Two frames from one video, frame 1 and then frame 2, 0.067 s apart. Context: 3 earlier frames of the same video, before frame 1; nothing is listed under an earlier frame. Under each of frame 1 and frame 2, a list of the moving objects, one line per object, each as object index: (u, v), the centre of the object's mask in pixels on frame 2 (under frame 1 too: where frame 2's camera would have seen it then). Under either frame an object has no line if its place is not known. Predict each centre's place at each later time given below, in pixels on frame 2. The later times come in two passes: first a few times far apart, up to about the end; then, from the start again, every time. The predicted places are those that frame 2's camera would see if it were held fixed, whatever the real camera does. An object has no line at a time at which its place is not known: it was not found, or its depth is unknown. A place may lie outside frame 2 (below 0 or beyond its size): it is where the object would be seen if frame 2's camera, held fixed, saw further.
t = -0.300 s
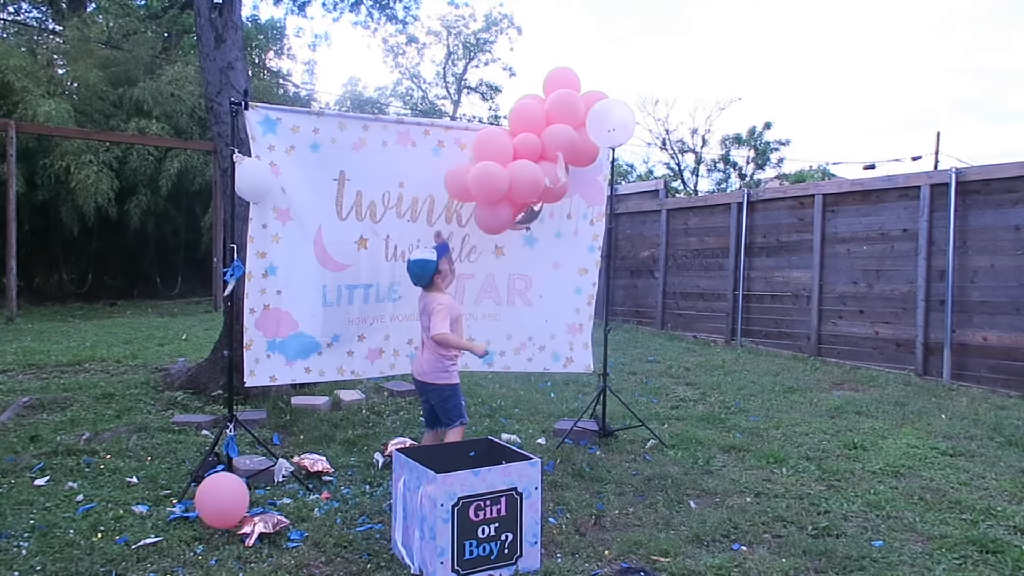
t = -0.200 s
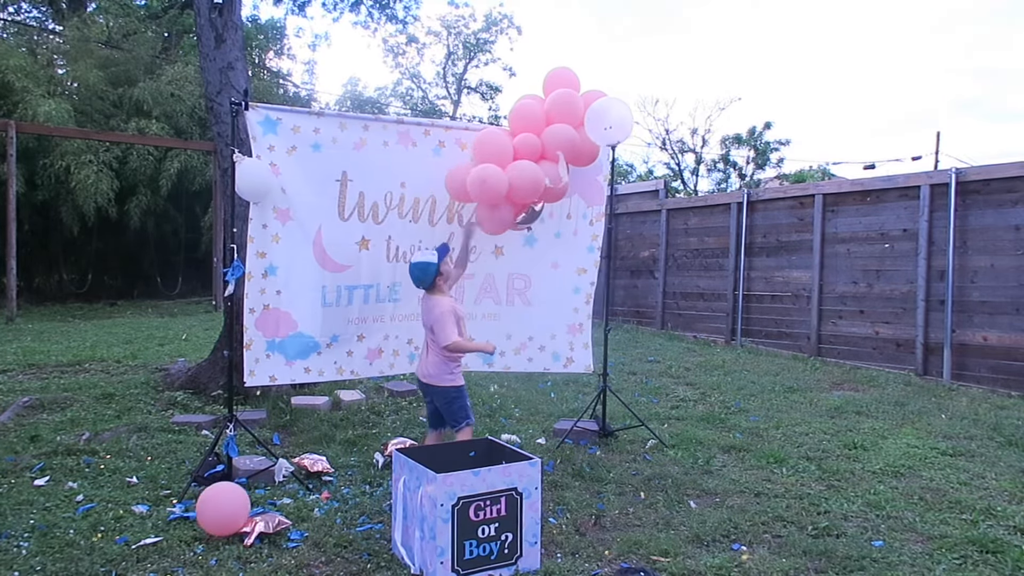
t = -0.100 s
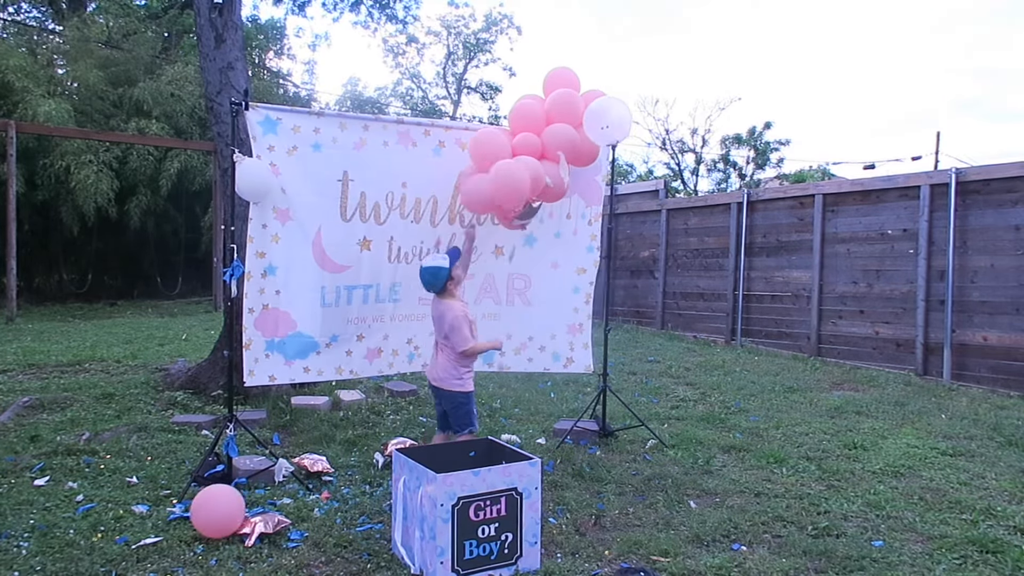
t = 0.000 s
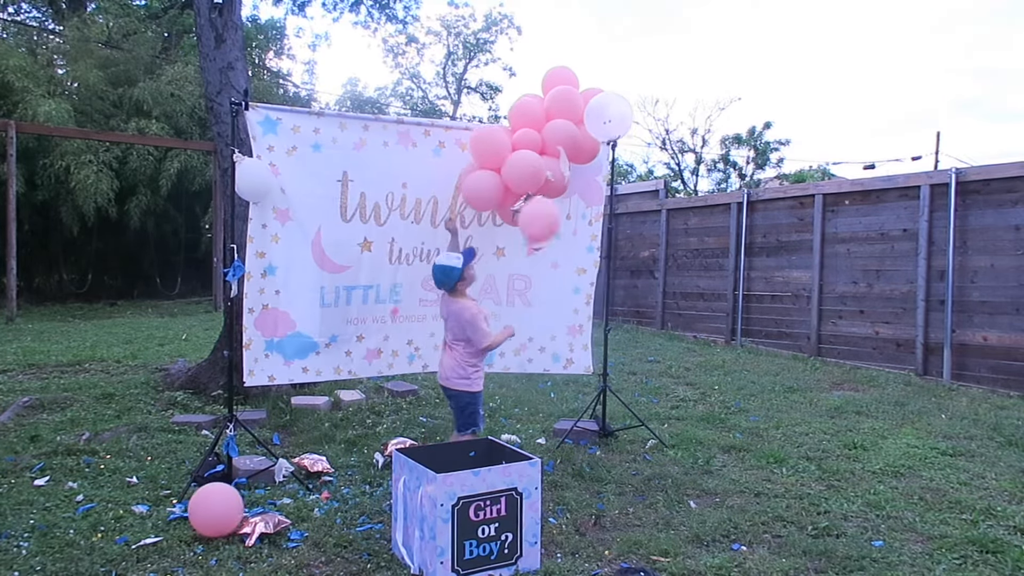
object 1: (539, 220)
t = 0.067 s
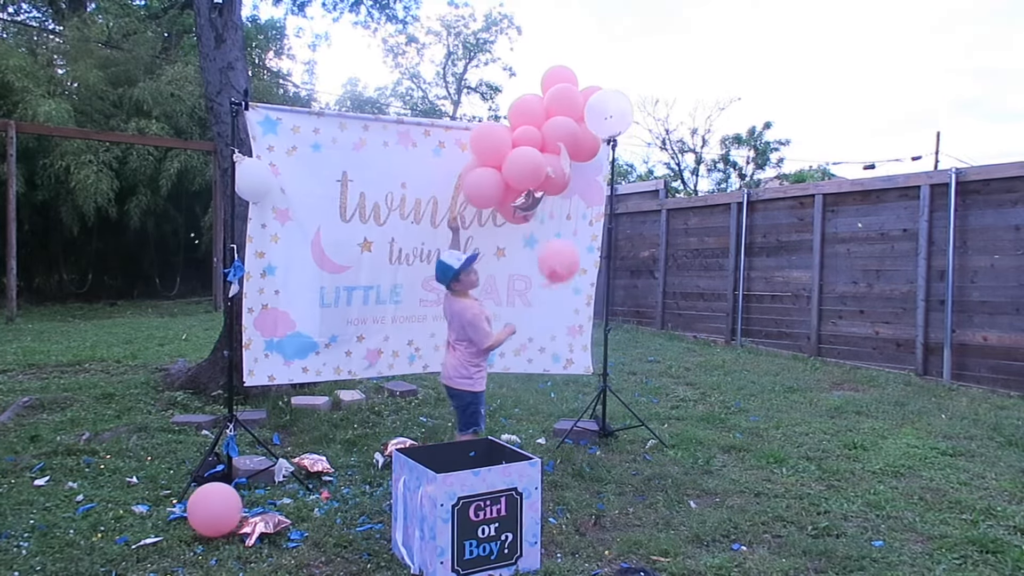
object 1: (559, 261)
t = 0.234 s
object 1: (615, 399)
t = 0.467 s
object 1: (652, 514)
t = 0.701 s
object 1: (647, 544)
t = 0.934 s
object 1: (655, 535)
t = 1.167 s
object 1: (666, 535)
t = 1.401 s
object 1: (665, 535)
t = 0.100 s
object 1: (568, 284)
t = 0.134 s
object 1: (579, 311)
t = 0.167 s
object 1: (591, 335)
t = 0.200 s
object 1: (603, 365)
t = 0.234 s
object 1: (615, 399)
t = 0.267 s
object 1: (628, 436)
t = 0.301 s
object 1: (639, 475)
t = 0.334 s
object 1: (646, 508)
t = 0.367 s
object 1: (648, 509)
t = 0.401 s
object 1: (649, 510)
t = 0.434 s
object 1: (651, 511)
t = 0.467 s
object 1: (652, 514)
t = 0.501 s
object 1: (652, 517)
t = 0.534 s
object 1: (651, 525)
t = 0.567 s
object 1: (649, 534)
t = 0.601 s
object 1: (648, 538)
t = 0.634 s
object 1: (647, 542)
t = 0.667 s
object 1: (647, 544)
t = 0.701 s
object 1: (647, 544)
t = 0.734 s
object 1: (648, 543)
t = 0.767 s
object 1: (649, 541)
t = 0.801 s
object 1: (650, 539)
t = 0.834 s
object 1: (651, 537)
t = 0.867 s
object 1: (652, 536)
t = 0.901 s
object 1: (654, 535)
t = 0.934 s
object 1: (655, 535)
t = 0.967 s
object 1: (657, 534)
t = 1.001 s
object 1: (659, 534)
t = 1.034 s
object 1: (661, 534)
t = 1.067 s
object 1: (663, 535)
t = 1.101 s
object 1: (665, 535)
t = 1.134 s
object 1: (666, 535)
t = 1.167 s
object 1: (666, 535)
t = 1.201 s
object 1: (666, 535)
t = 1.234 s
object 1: (665, 534)
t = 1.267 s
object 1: (665, 534)
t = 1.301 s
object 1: (665, 534)
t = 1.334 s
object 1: (665, 534)
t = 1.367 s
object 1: (665, 534)
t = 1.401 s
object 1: (665, 535)
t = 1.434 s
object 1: (665, 535)
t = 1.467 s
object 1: (665, 535)
